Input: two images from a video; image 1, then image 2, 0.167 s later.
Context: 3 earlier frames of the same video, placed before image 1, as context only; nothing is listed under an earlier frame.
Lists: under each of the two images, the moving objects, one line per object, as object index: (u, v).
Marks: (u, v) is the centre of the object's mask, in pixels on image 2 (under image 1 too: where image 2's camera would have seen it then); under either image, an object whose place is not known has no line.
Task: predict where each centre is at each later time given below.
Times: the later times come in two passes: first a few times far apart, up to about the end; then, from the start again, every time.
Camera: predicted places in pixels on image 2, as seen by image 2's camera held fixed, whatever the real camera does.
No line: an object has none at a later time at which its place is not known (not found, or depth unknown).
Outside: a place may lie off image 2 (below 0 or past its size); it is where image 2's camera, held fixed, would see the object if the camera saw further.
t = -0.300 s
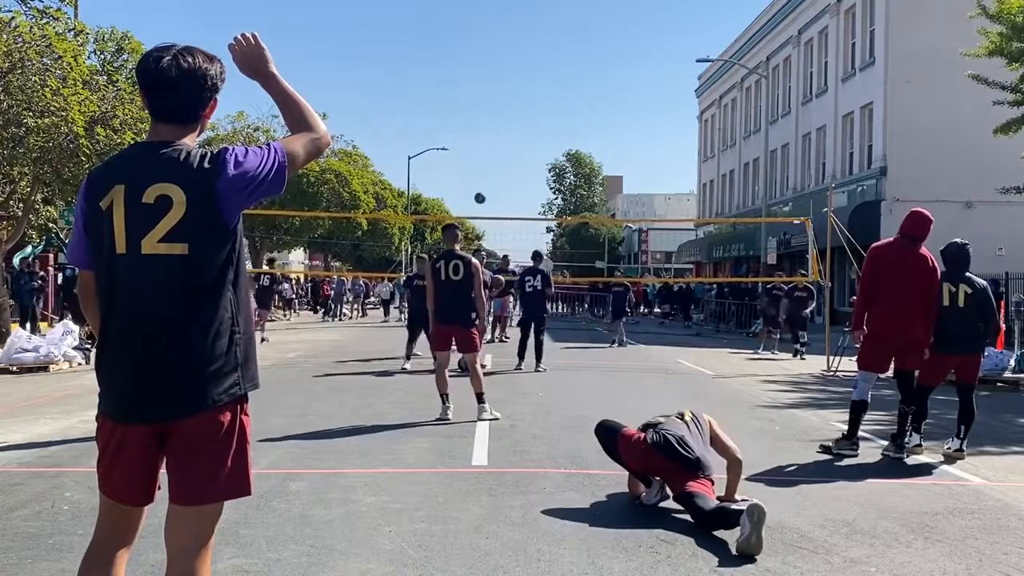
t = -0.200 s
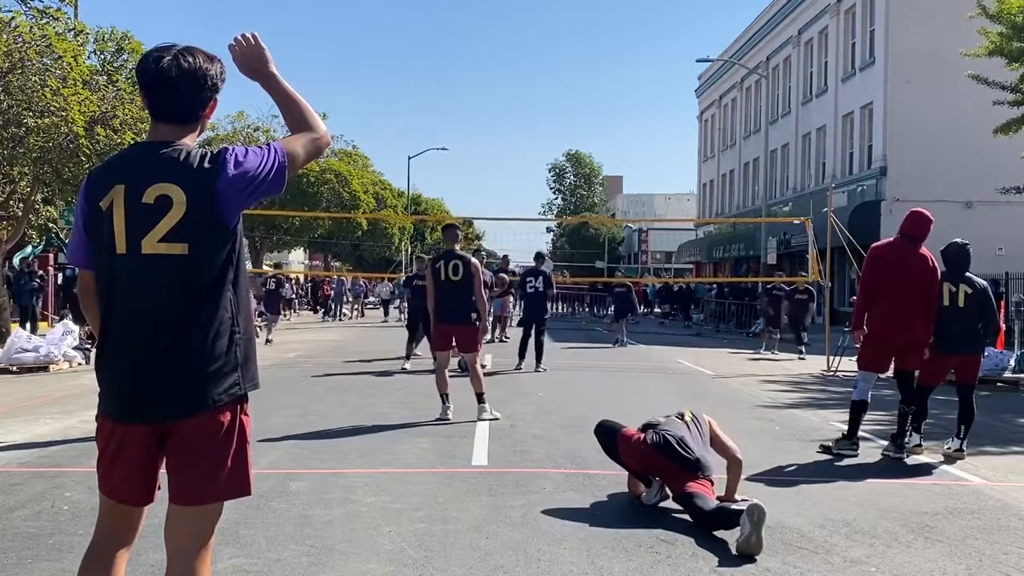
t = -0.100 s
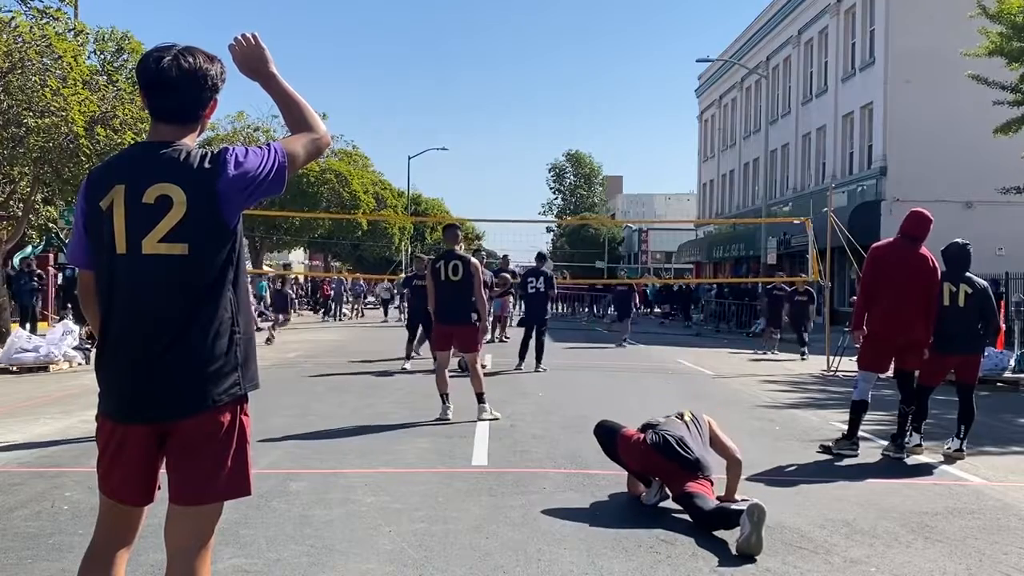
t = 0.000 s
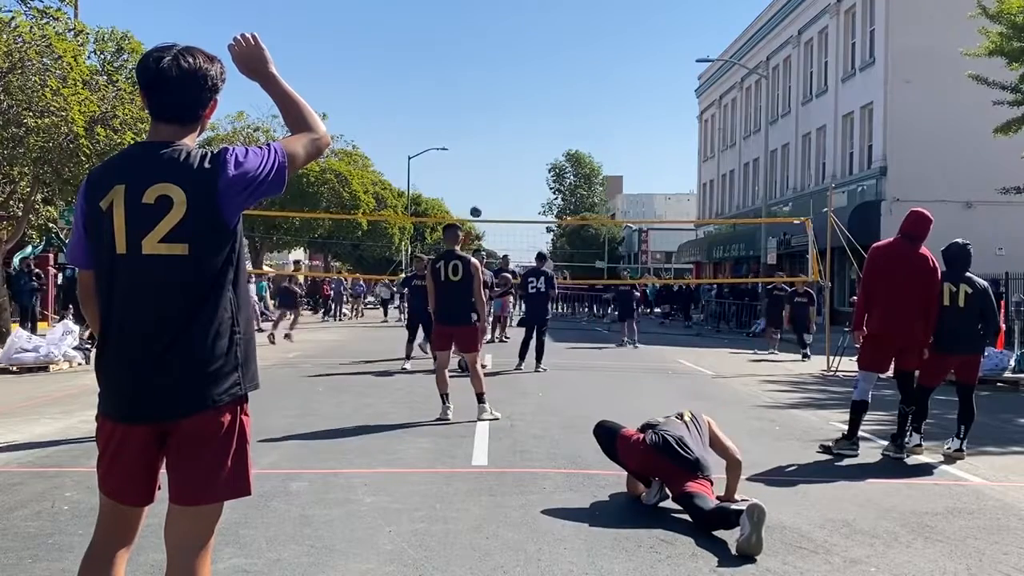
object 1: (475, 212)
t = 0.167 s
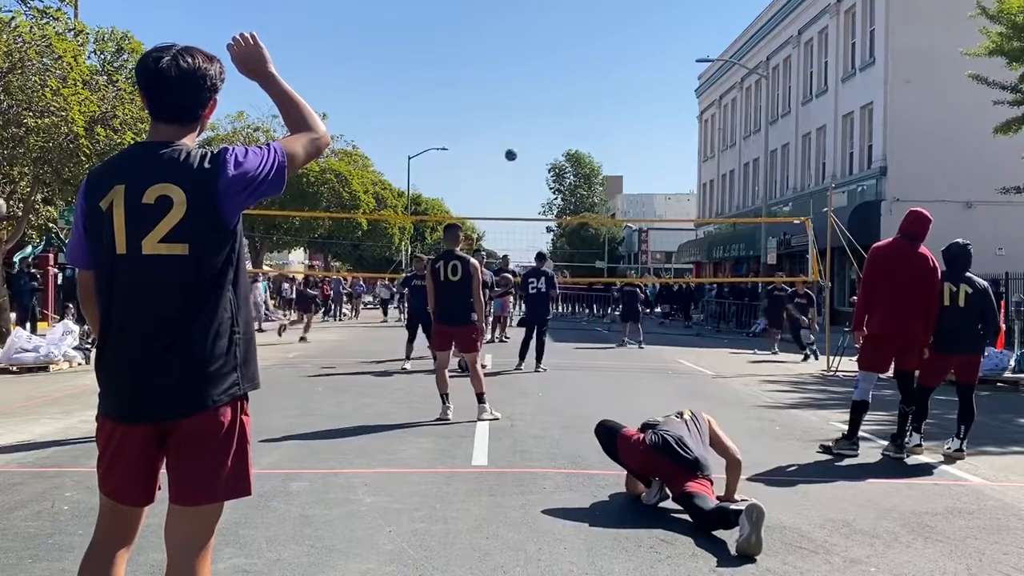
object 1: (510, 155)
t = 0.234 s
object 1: (524, 137)
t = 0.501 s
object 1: (579, 92)
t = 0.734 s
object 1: (625, 88)
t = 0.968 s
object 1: (671, 116)
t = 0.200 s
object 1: (517, 146)
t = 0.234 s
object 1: (524, 137)
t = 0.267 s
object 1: (531, 129)
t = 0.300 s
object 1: (538, 122)
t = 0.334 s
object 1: (545, 115)
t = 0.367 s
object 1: (552, 109)
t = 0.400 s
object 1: (558, 104)
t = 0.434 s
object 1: (565, 99)
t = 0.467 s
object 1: (572, 96)
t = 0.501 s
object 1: (579, 92)
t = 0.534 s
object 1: (585, 90)
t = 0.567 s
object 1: (592, 88)
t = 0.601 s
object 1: (599, 87)
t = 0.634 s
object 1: (606, 86)
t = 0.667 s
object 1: (612, 86)
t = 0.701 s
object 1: (619, 87)
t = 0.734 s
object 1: (625, 88)
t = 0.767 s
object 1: (632, 90)
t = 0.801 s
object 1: (638, 93)
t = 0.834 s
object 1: (645, 96)
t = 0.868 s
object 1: (652, 100)
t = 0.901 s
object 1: (658, 105)
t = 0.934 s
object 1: (664, 110)
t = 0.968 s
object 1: (671, 116)
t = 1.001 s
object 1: (677, 122)
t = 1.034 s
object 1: (683, 129)
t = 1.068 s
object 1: (690, 137)
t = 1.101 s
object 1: (696, 145)
